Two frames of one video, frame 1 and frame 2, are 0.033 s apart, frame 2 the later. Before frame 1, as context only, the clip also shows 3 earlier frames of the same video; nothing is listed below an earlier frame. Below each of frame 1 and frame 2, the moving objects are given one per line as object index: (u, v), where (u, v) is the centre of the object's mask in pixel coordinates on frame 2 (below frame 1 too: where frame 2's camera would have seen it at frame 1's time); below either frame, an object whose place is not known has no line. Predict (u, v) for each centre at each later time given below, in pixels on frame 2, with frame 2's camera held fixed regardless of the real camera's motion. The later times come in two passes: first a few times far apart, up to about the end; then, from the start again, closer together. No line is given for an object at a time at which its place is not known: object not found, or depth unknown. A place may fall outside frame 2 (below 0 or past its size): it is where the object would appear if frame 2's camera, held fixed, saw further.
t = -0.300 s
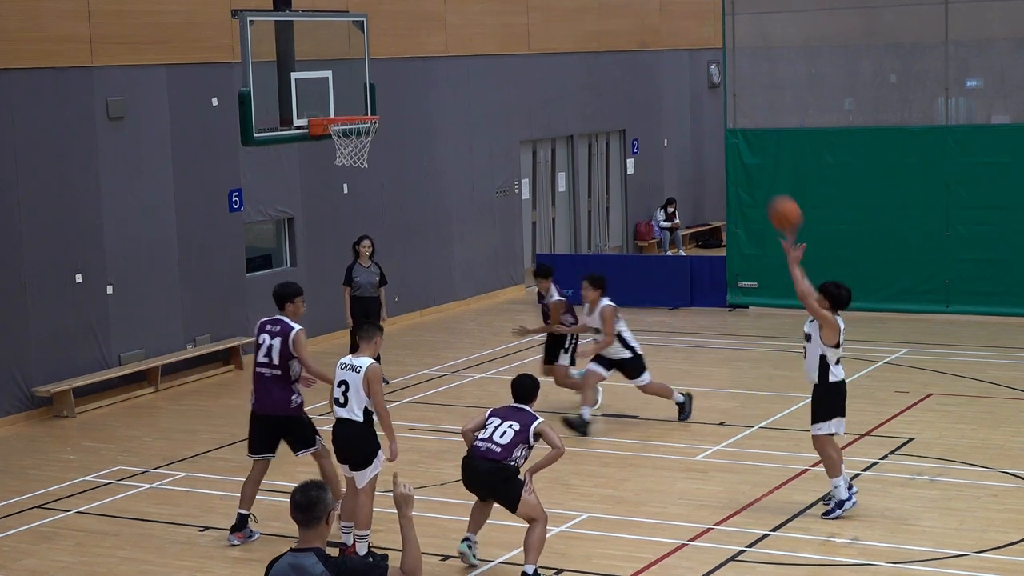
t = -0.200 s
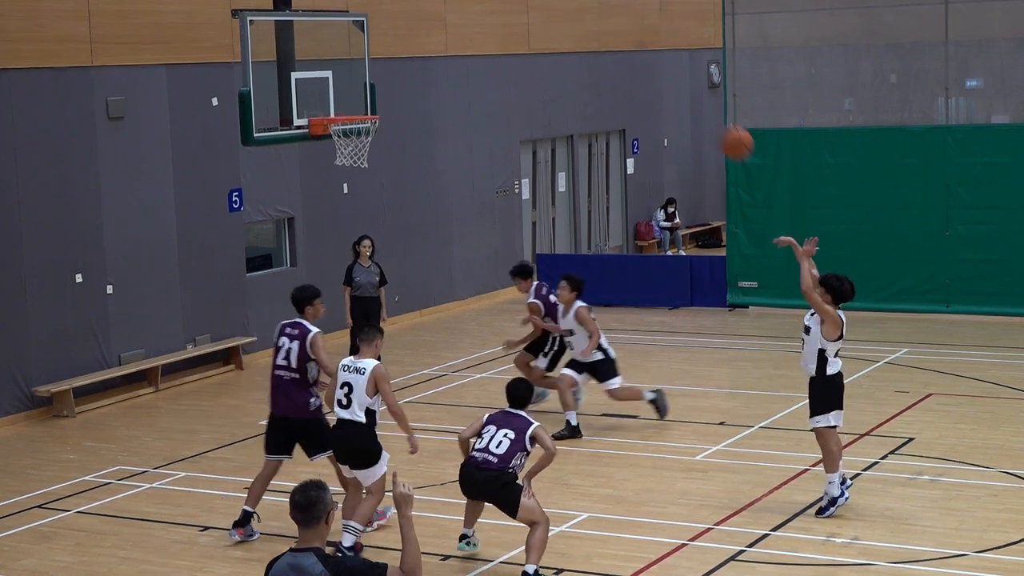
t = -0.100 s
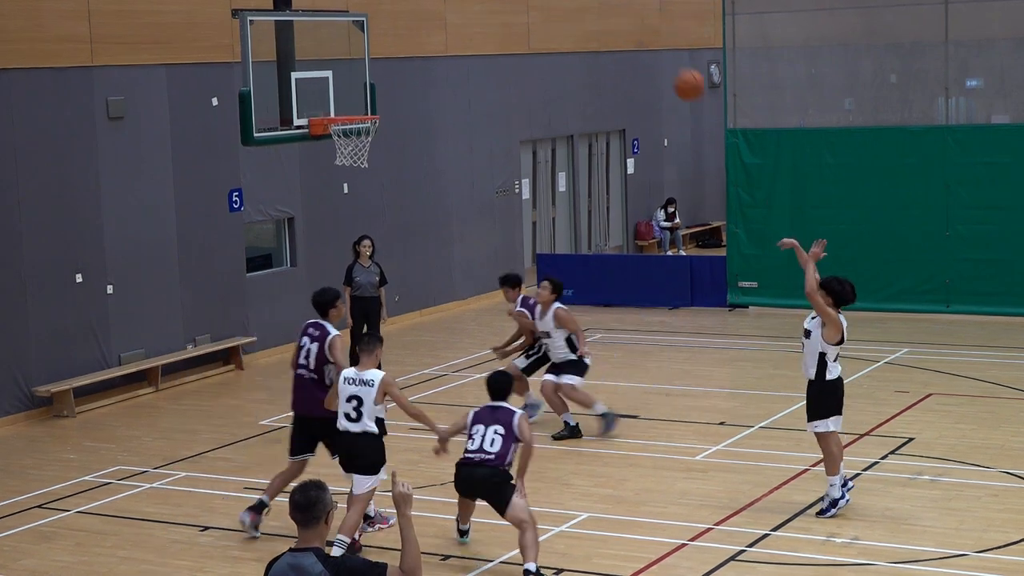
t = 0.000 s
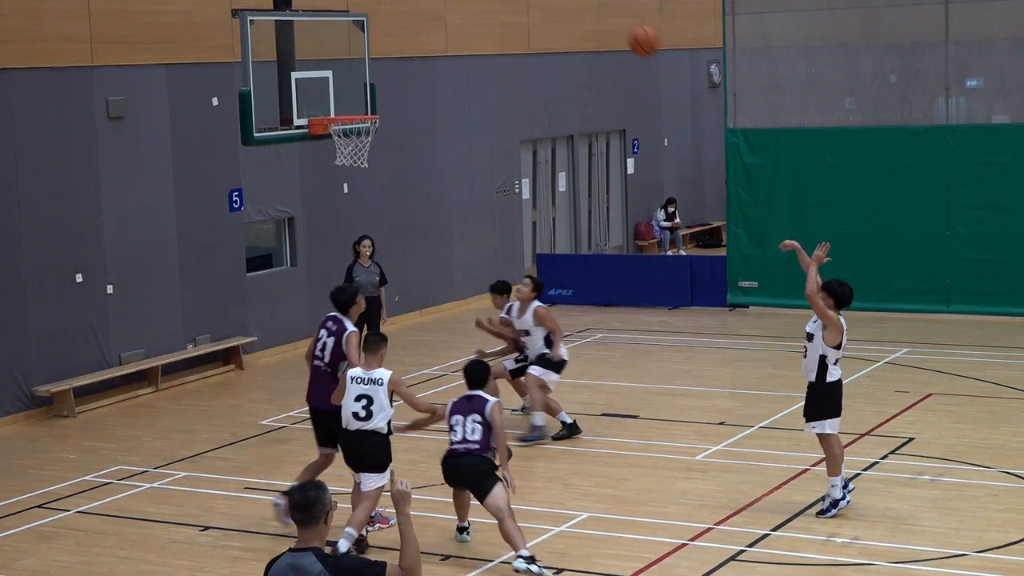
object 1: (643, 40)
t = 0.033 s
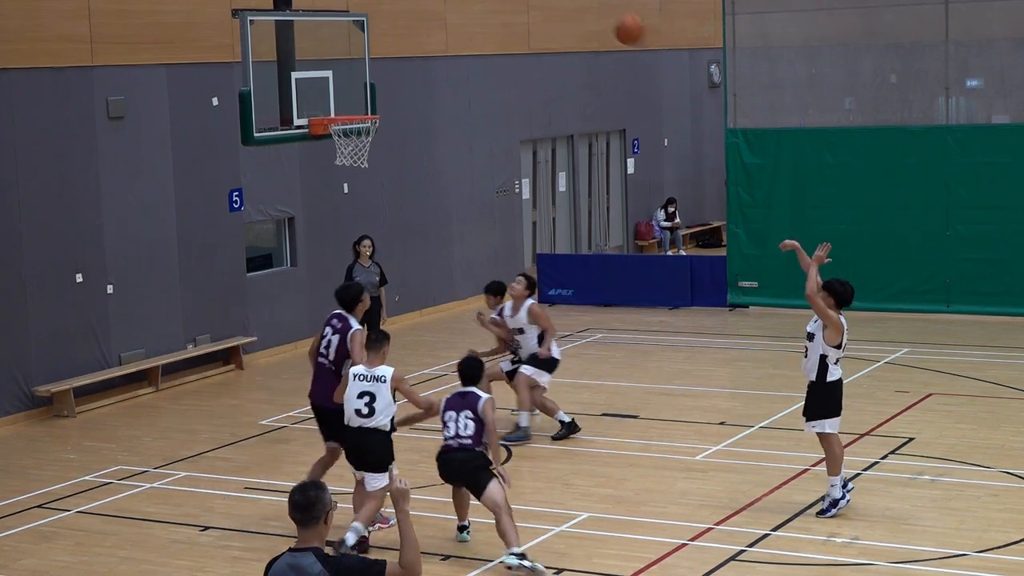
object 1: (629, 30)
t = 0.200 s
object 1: (558, 4)
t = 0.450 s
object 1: (463, 9)
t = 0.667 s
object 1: (389, 73)
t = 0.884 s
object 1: (343, 90)
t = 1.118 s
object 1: (351, 100)
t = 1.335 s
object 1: (354, 131)
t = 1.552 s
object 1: (343, 140)
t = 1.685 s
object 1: (340, 175)
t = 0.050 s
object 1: (622, 24)
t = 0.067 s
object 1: (615, 20)
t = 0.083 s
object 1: (607, 14)
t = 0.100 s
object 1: (601, 12)
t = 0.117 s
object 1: (593, 10)
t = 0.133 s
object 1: (587, 8)
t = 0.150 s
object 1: (579, 7)
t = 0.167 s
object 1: (572, 6)
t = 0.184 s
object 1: (565, 5)
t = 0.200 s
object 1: (558, 4)
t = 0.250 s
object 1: (538, 2)
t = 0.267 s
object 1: (532, 2)
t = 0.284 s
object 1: (526, 2)
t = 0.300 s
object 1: (520, 2)
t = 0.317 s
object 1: (513, 2)
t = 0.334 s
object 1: (507, 2)
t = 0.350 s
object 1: (501, 3)
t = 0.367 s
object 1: (494, 4)
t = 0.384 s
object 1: (488, 4)
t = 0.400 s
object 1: (482, 5)
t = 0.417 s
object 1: (475, 7)
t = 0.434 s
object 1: (470, 8)
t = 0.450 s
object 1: (463, 9)
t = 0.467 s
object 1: (457, 11)
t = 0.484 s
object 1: (451, 13)
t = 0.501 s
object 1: (445, 18)
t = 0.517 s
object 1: (439, 21)
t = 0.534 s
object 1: (433, 26)
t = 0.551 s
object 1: (428, 31)
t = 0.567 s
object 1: (422, 36)
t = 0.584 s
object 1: (417, 42)
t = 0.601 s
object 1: (411, 47)
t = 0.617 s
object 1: (405, 53)
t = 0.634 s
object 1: (399, 60)
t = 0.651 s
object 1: (395, 66)
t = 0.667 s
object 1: (389, 73)
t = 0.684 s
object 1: (384, 79)
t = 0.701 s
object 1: (378, 87)
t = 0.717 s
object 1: (373, 94)
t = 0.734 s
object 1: (368, 103)
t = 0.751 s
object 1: (366, 104)
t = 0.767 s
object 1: (362, 101)
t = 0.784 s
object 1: (359, 98)
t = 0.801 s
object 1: (356, 96)
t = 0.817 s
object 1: (353, 94)
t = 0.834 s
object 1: (351, 93)
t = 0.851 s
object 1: (349, 92)
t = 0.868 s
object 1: (345, 90)
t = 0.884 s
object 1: (343, 90)
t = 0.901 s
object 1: (340, 91)
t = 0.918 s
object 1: (337, 91)
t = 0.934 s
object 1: (335, 91)
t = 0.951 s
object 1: (332, 92)
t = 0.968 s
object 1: (330, 93)
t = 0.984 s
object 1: (327, 94)
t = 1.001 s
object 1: (328, 94)
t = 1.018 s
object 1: (331, 94)
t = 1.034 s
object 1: (334, 94)
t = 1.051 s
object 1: (337, 95)
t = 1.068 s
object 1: (340, 95)
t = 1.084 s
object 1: (343, 97)
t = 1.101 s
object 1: (348, 98)
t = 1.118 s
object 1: (351, 100)
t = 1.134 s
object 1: (353, 102)
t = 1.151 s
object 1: (355, 104)
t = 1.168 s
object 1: (359, 106)
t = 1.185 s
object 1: (362, 108)
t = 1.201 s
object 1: (363, 109)
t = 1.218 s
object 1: (363, 109)
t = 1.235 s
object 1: (361, 110)
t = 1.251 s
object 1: (360, 111)
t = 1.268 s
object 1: (358, 112)
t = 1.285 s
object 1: (357, 112)
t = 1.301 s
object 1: (355, 113)
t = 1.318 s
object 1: (354, 131)
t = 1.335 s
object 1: (354, 131)
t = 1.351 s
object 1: (353, 132)
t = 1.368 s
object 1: (351, 134)
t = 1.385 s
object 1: (350, 134)
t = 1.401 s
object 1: (348, 134)
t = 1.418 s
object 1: (348, 134)
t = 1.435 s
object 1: (347, 134)
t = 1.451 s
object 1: (346, 134)
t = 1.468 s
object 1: (346, 135)
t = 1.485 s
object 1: (346, 135)
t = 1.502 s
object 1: (344, 136)
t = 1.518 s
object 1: (344, 137)
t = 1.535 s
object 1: (343, 138)
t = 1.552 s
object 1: (343, 140)
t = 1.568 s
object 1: (345, 143)
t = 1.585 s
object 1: (341, 161)
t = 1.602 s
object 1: (340, 163)
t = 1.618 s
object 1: (340, 165)
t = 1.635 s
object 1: (340, 167)
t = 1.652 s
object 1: (340, 169)
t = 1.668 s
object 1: (341, 171)
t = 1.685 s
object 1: (340, 175)
